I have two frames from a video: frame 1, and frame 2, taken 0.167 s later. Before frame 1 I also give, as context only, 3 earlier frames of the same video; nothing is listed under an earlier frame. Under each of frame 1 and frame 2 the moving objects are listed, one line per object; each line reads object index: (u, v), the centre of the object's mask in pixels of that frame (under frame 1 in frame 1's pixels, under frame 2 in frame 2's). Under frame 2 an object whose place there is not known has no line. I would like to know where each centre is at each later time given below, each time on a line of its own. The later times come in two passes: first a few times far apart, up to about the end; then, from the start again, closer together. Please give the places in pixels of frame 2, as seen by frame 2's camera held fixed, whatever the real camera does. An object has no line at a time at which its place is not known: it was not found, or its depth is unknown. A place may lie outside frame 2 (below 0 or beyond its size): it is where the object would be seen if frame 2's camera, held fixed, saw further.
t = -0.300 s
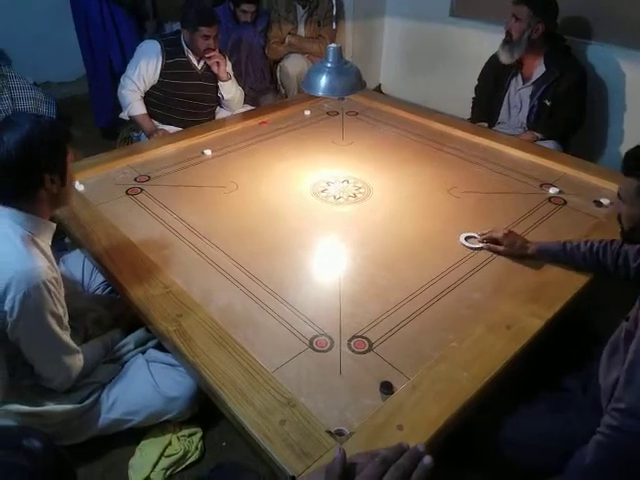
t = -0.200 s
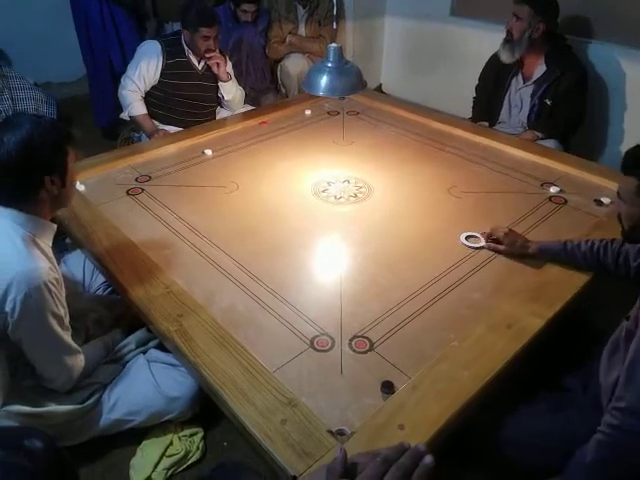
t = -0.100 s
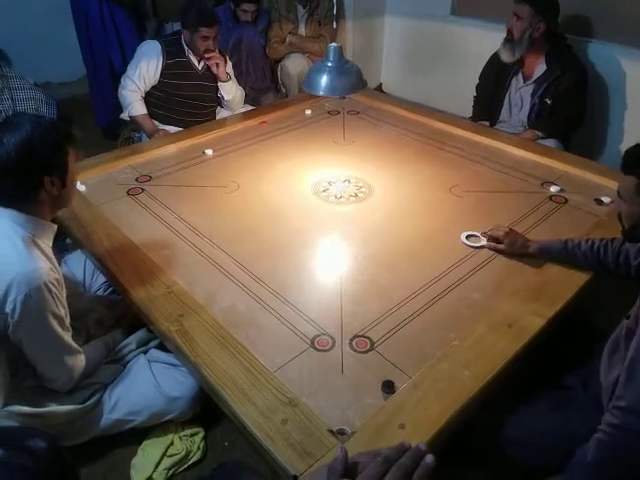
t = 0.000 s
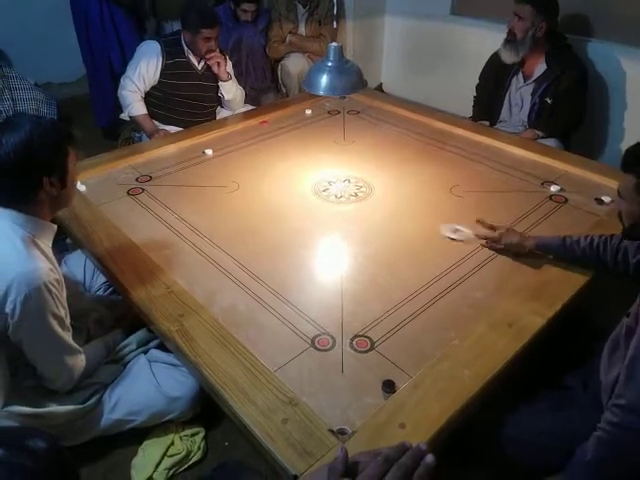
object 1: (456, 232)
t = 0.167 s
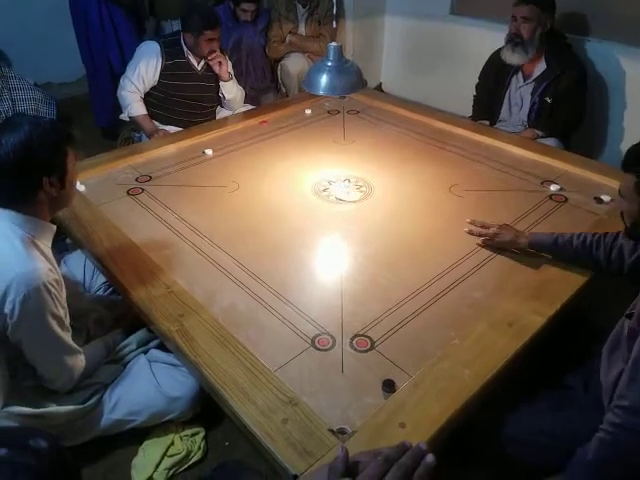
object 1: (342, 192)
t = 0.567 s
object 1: (208, 145)
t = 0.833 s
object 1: (245, 167)
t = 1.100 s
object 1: (273, 183)
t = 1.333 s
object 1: (287, 192)
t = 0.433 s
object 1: (224, 153)
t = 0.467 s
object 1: (216, 149)
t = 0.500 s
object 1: (210, 146)
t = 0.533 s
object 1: (204, 143)
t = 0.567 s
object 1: (208, 145)
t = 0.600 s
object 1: (213, 148)
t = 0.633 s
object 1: (218, 151)
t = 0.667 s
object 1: (222, 154)
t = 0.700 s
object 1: (227, 156)
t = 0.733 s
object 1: (232, 159)
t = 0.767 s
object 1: (236, 162)
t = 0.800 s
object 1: (240, 164)
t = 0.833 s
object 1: (245, 167)
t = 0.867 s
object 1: (249, 169)
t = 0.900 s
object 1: (252, 171)
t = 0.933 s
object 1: (256, 174)
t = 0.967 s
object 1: (260, 176)
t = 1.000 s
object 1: (263, 178)
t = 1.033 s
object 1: (267, 180)
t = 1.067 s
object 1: (270, 182)
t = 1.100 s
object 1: (273, 183)
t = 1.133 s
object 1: (276, 185)
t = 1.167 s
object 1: (278, 186)
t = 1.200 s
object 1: (280, 188)
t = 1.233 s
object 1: (283, 190)
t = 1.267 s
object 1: (284, 190)
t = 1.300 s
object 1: (286, 191)
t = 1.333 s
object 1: (287, 192)
